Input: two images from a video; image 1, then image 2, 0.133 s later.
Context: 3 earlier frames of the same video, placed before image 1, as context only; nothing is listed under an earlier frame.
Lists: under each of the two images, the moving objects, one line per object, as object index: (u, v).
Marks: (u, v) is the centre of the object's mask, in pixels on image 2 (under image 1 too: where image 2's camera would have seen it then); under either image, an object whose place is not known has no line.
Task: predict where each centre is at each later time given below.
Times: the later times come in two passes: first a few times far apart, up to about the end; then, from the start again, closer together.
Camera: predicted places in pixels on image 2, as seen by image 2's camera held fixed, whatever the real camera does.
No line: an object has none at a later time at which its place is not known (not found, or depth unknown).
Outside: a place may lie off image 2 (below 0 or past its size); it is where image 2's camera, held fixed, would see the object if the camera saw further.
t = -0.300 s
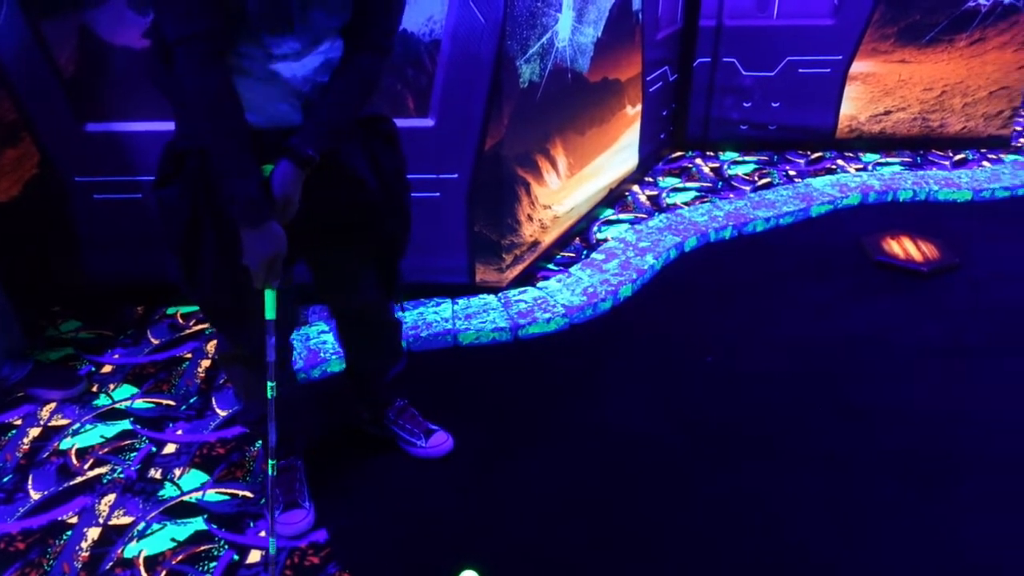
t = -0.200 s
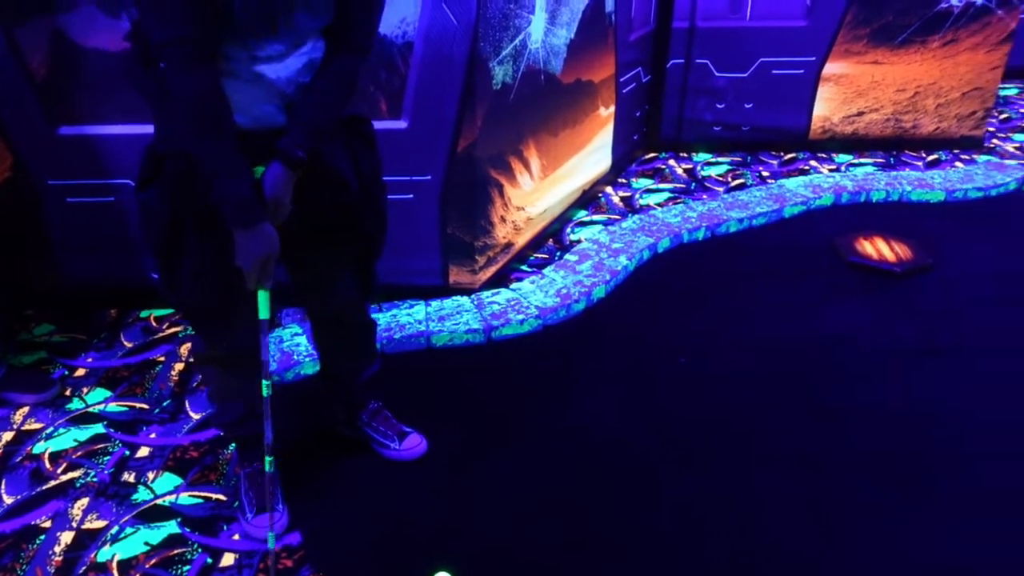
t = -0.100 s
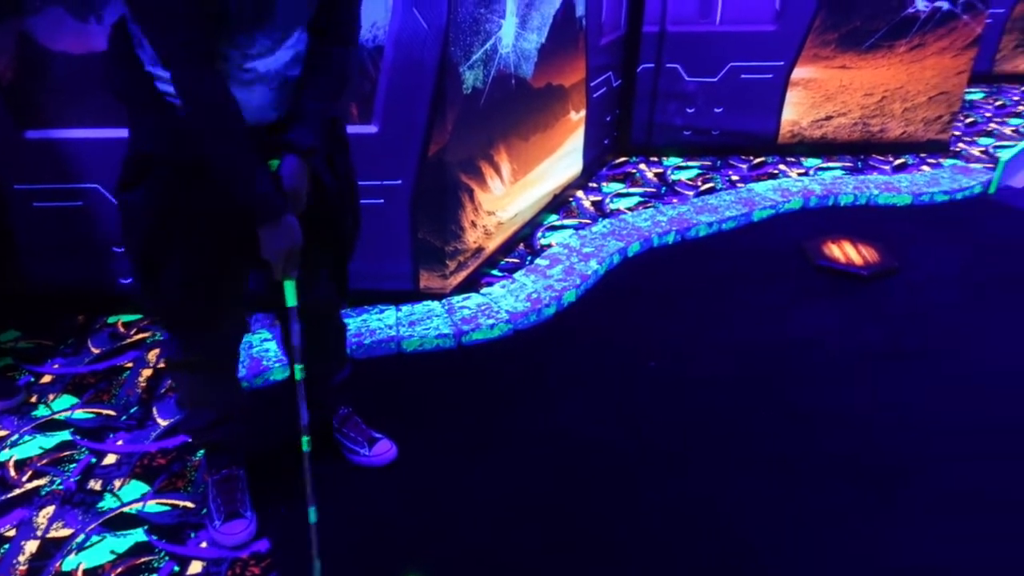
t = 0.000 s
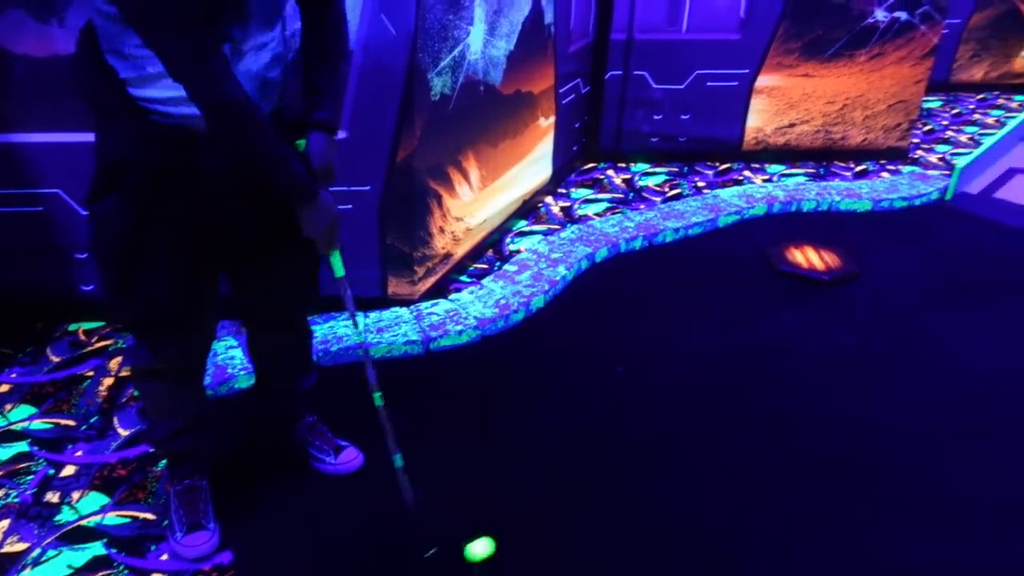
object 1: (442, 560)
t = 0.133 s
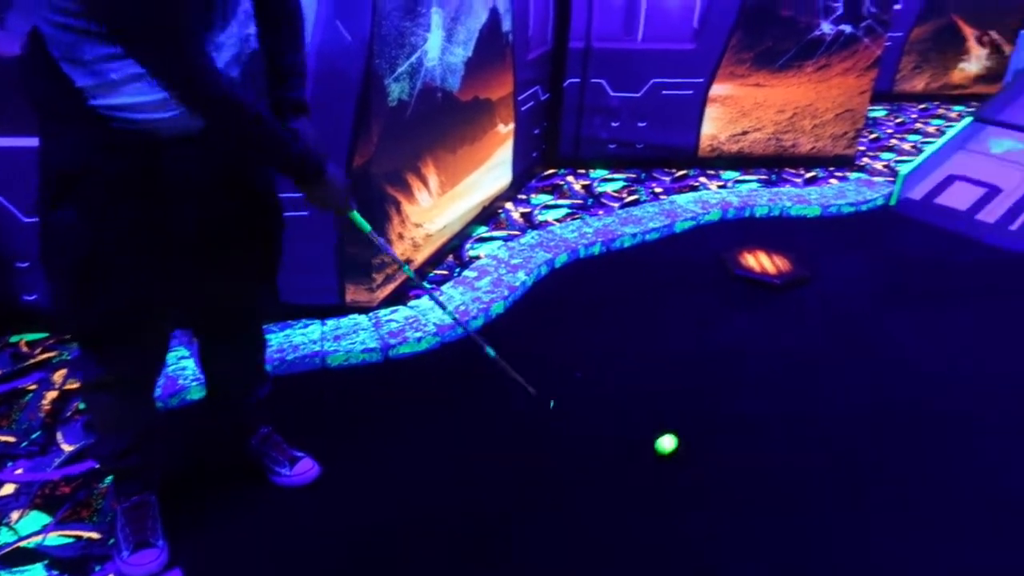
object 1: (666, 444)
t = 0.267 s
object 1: (810, 368)
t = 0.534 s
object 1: (994, 276)
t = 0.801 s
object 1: (1111, 195)
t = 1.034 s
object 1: (1174, 134)
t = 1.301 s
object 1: (1216, 86)
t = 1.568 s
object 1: (1187, 115)
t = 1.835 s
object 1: (1120, 134)
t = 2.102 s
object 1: (1068, 123)
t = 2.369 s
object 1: (1045, 111)
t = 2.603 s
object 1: (1039, 105)
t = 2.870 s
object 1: (1037, 106)
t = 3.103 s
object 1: (1043, 112)
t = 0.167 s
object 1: (708, 422)
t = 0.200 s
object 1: (745, 401)
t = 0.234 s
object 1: (778, 383)
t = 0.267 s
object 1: (810, 368)
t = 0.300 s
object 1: (840, 353)
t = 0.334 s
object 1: (866, 339)
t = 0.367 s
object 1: (891, 326)
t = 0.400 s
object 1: (914, 315)
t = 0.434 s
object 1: (936, 304)
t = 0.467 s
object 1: (957, 294)
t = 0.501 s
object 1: (976, 285)
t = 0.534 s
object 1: (994, 276)
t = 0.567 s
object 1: (1010, 268)
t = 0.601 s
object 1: (1025, 261)
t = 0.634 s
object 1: (1040, 253)
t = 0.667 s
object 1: (1057, 238)
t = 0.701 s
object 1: (1071, 227)
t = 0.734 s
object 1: (1084, 219)
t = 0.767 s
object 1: (1098, 205)
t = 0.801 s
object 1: (1111, 195)
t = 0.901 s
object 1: (1142, 166)
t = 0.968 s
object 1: (1161, 149)
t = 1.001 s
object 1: (1169, 141)
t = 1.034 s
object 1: (1174, 134)
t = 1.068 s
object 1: (1181, 125)
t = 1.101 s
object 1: (1186, 120)
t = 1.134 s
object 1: (1190, 115)
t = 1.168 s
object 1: (1194, 113)
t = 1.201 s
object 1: (1201, 103)
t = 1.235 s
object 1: (1206, 96)
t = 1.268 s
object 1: (1211, 91)
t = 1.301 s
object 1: (1216, 86)
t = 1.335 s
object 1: (1216, 86)
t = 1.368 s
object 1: (1214, 87)
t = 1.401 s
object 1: (1210, 92)
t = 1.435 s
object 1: (1205, 98)
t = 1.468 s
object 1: (1201, 103)
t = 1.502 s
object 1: (1195, 107)
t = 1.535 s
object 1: (1191, 111)
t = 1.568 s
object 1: (1187, 115)
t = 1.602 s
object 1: (1182, 119)
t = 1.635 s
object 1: (1176, 124)
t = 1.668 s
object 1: (1171, 130)
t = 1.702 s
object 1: (1165, 134)
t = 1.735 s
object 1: (1155, 133)
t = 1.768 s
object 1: (1143, 133)
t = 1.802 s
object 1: (1131, 133)
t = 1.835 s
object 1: (1120, 134)
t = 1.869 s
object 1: (1110, 133)
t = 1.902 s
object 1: (1098, 132)
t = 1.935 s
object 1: (1088, 132)
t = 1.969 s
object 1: (1079, 131)
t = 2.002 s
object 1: (1077, 127)
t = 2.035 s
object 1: (1074, 124)
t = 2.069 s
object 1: (1071, 124)
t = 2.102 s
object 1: (1068, 123)
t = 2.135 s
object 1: (1064, 122)
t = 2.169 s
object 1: (1060, 120)
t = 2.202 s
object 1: (1056, 118)
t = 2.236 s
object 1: (1051, 117)
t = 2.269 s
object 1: (1047, 114)
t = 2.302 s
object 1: (1045, 112)
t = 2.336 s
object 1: (1046, 111)
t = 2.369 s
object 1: (1045, 111)
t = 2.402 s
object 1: (1045, 109)
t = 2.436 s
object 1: (1044, 109)
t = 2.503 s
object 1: (1042, 107)
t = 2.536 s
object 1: (1041, 107)
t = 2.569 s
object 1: (1040, 106)
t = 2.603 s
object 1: (1039, 105)
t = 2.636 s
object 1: (1038, 104)
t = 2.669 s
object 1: (1036, 105)
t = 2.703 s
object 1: (1035, 104)
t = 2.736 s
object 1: (1036, 104)
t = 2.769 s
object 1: (1037, 104)
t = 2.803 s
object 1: (1037, 105)
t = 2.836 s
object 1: (1037, 105)
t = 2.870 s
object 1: (1037, 106)
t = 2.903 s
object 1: (1037, 107)
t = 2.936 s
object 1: (1038, 107)
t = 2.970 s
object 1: (1040, 108)
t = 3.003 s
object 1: (1040, 109)
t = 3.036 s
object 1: (1040, 110)
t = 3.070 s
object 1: (1041, 111)
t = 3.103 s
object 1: (1043, 112)
